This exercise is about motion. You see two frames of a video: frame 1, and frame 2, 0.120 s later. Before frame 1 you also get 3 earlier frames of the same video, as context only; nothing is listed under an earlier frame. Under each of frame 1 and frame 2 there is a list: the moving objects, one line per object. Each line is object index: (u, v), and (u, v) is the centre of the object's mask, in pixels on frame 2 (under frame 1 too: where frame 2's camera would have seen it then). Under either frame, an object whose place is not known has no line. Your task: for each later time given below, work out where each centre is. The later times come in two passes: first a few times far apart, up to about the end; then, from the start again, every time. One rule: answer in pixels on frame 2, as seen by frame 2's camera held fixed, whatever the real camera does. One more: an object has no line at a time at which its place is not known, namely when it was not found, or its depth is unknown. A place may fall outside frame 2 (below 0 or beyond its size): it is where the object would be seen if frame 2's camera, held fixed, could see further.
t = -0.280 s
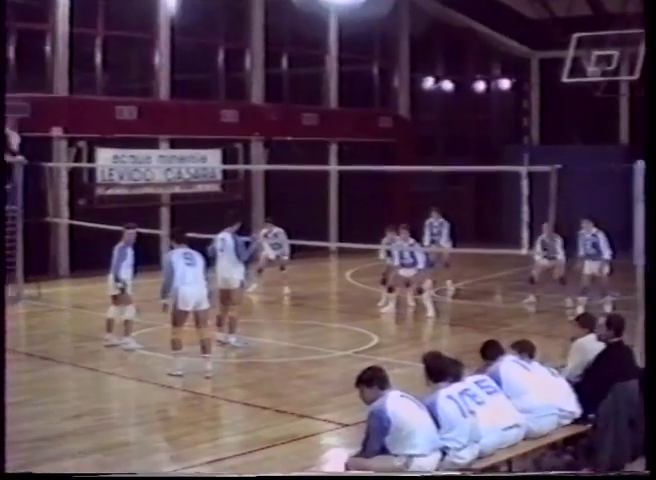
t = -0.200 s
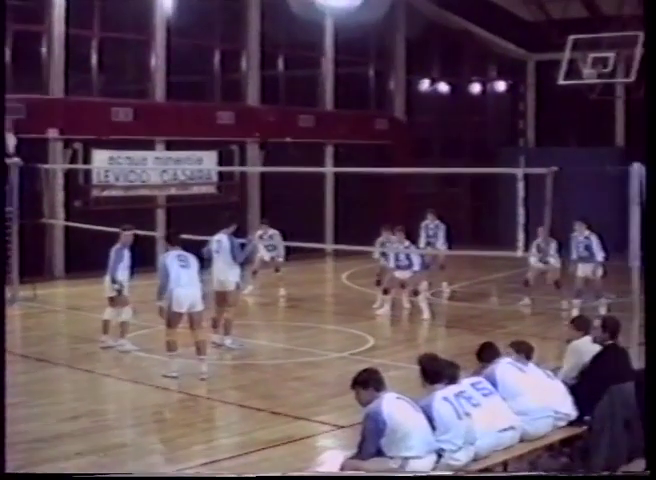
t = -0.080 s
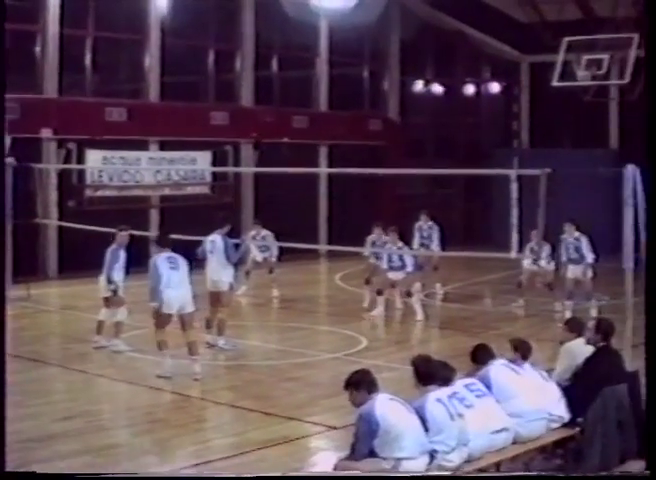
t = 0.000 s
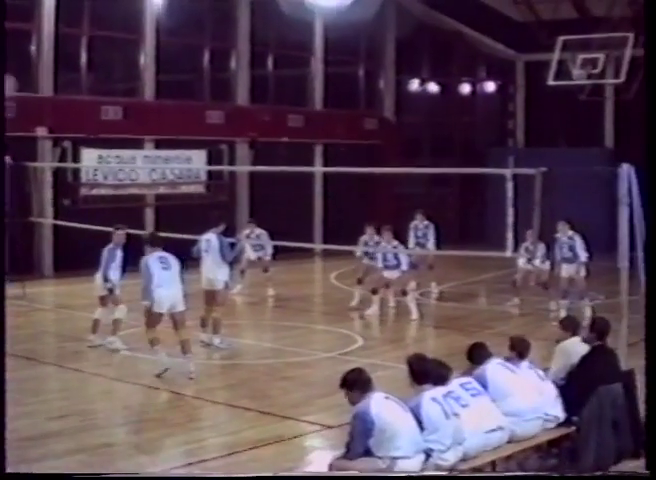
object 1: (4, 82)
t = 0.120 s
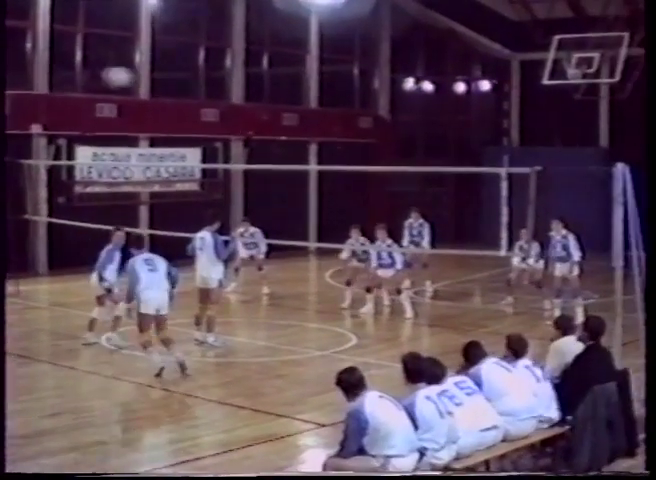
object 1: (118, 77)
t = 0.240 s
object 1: (213, 86)
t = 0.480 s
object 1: (345, 139)
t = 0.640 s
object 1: (404, 185)
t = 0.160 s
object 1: (153, 78)
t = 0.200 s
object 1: (184, 82)
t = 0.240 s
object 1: (213, 86)
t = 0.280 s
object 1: (240, 94)
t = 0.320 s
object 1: (265, 100)
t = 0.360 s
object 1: (287, 109)
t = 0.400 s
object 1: (308, 118)
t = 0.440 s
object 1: (328, 128)
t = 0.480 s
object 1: (345, 139)
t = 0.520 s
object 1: (362, 149)
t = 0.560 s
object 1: (377, 159)
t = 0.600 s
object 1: (392, 173)
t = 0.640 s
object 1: (404, 185)
